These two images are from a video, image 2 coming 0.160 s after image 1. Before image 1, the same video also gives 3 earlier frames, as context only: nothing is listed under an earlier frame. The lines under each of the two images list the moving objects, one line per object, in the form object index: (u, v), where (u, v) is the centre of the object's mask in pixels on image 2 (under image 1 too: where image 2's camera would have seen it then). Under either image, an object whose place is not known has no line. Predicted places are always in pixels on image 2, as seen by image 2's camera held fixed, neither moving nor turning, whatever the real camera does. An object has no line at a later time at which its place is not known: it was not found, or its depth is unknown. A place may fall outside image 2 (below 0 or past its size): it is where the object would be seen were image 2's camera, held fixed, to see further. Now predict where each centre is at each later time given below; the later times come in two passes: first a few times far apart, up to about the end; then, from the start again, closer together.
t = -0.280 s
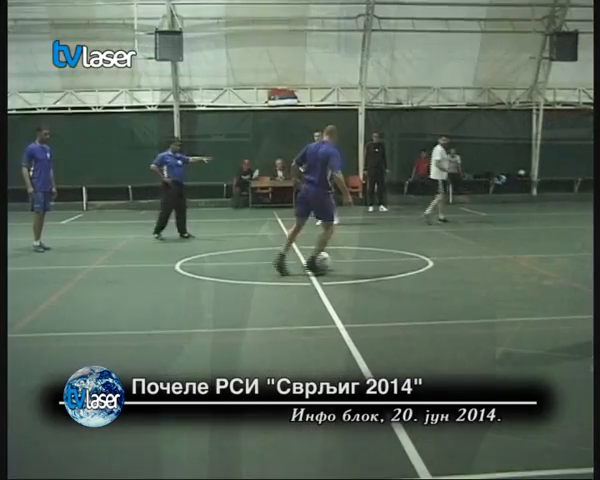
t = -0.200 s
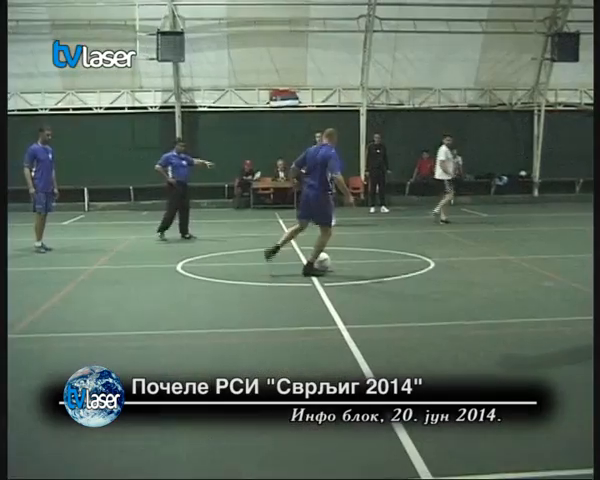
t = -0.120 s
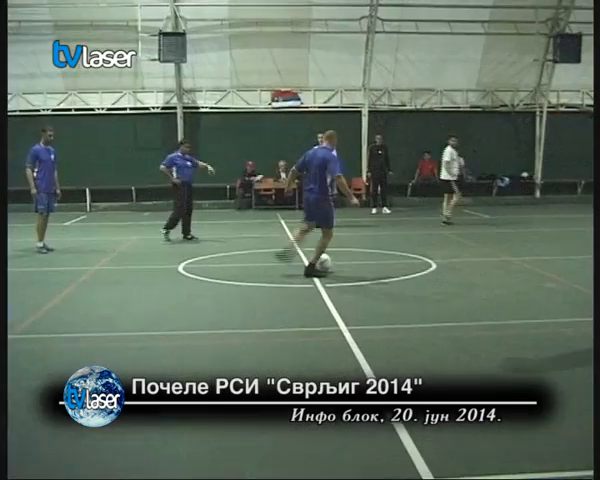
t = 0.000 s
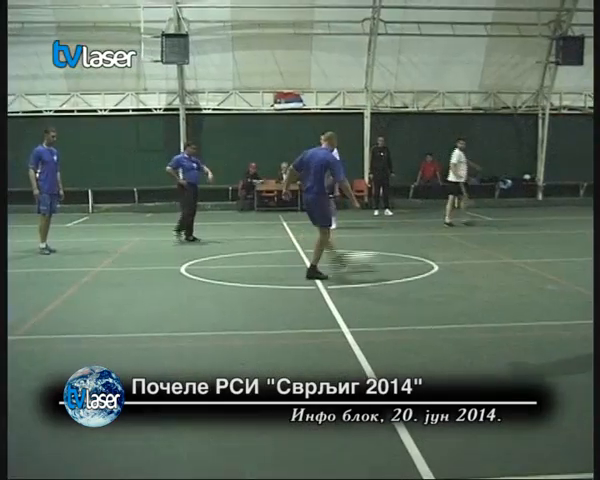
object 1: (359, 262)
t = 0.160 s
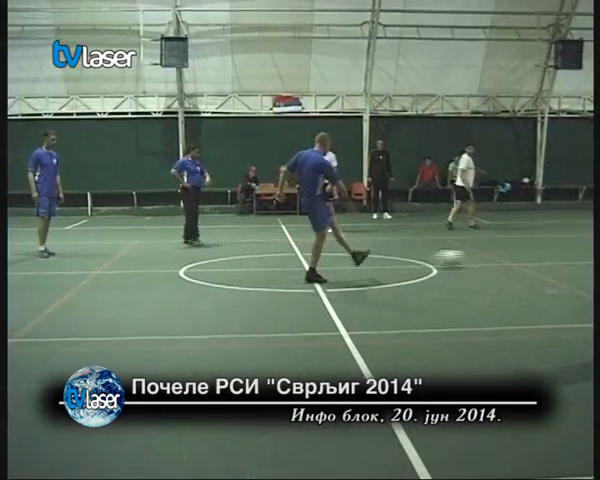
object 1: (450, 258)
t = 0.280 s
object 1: (505, 255)
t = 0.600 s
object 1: (608, 249)
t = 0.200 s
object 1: (469, 258)
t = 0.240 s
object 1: (488, 257)
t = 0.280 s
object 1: (505, 255)
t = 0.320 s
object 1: (521, 254)
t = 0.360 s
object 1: (537, 254)
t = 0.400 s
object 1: (551, 252)
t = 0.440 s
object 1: (564, 251)
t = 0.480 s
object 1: (577, 251)
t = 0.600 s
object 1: (608, 249)
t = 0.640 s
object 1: (614, 249)
